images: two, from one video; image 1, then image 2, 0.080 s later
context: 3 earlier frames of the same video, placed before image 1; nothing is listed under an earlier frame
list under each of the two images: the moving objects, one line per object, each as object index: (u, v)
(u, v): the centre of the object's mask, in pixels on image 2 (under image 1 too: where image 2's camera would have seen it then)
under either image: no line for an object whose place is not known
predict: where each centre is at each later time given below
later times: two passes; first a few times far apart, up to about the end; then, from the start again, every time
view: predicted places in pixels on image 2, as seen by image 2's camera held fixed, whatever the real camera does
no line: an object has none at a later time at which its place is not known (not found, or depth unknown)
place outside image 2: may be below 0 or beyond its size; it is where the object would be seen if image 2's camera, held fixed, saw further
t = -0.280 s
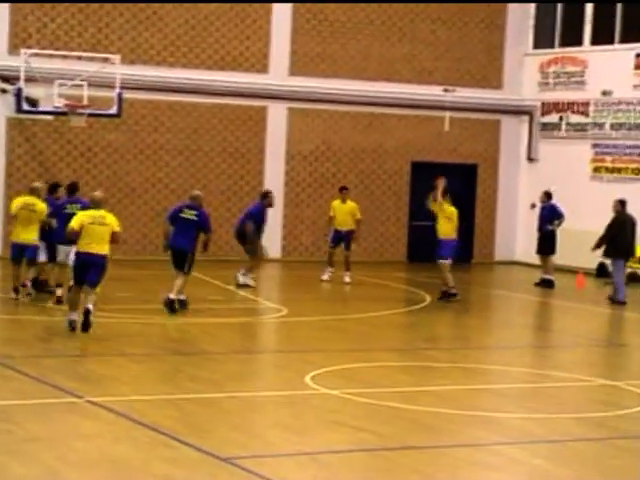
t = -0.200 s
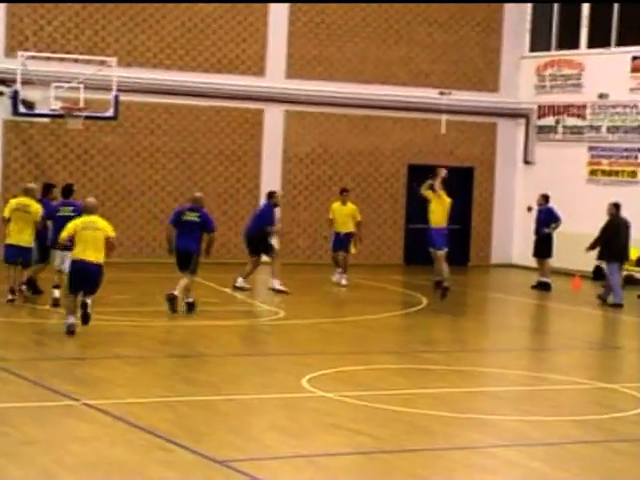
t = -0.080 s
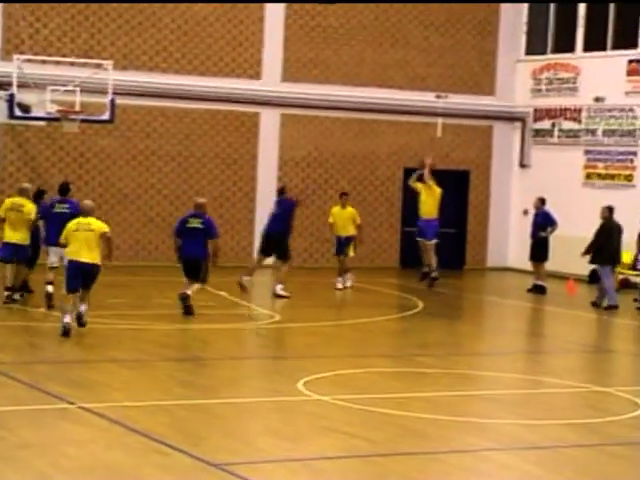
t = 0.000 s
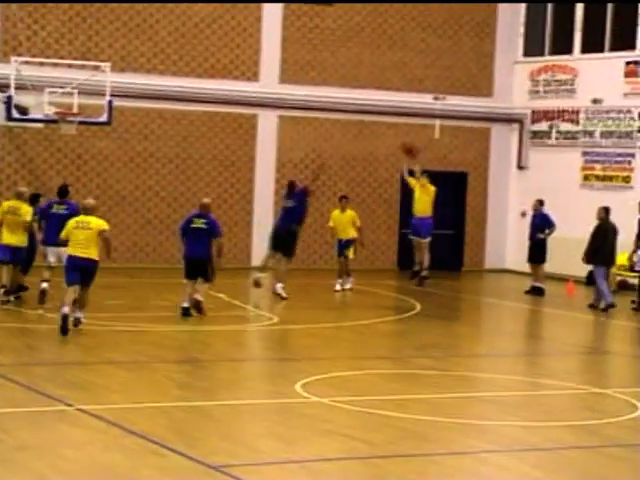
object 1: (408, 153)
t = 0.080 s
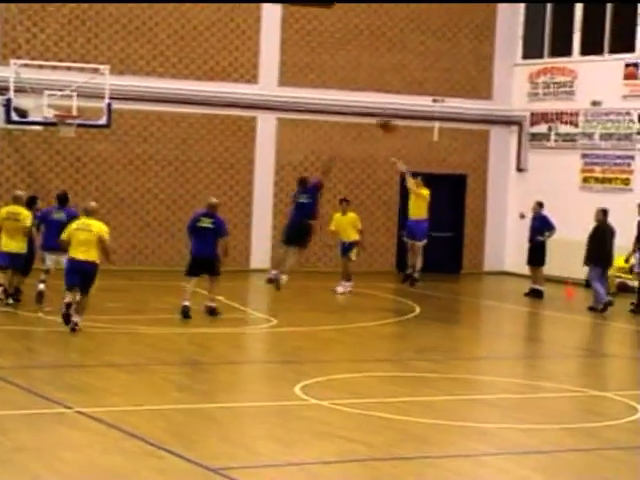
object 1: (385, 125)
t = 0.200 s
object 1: (349, 92)
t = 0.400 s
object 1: (291, 55)
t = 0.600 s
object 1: (231, 43)
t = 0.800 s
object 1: (173, 53)
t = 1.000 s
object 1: (116, 84)
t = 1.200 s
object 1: (101, 111)
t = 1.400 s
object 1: (150, 122)
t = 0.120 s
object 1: (374, 113)
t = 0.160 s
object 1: (362, 100)
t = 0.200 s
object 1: (349, 92)
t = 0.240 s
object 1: (337, 82)
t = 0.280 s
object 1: (325, 74)
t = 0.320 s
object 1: (314, 66)
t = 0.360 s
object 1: (302, 61)
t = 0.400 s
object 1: (291, 55)
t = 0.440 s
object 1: (278, 49)
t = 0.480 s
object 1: (267, 46)
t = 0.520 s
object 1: (255, 44)
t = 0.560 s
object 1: (243, 43)
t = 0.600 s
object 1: (231, 43)
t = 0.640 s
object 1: (219, 43)
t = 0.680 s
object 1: (208, 44)
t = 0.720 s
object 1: (196, 46)
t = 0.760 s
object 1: (184, 49)
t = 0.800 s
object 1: (173, 53)
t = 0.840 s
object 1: (161, 58)
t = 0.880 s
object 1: (150, 64)
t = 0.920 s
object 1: (138, 70)
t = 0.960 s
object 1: (126, 77)
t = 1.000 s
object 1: (116, 84)
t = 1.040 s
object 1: (103, 94)
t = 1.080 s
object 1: (93, 104)
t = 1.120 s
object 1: (84, 113)
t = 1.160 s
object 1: (93, 113)
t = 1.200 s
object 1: (101, 111)
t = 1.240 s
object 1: (113, 111)
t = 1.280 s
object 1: (122, 113)
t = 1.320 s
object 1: (130, 116)
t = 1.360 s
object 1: (141, 119)
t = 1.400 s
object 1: (150, 122)
